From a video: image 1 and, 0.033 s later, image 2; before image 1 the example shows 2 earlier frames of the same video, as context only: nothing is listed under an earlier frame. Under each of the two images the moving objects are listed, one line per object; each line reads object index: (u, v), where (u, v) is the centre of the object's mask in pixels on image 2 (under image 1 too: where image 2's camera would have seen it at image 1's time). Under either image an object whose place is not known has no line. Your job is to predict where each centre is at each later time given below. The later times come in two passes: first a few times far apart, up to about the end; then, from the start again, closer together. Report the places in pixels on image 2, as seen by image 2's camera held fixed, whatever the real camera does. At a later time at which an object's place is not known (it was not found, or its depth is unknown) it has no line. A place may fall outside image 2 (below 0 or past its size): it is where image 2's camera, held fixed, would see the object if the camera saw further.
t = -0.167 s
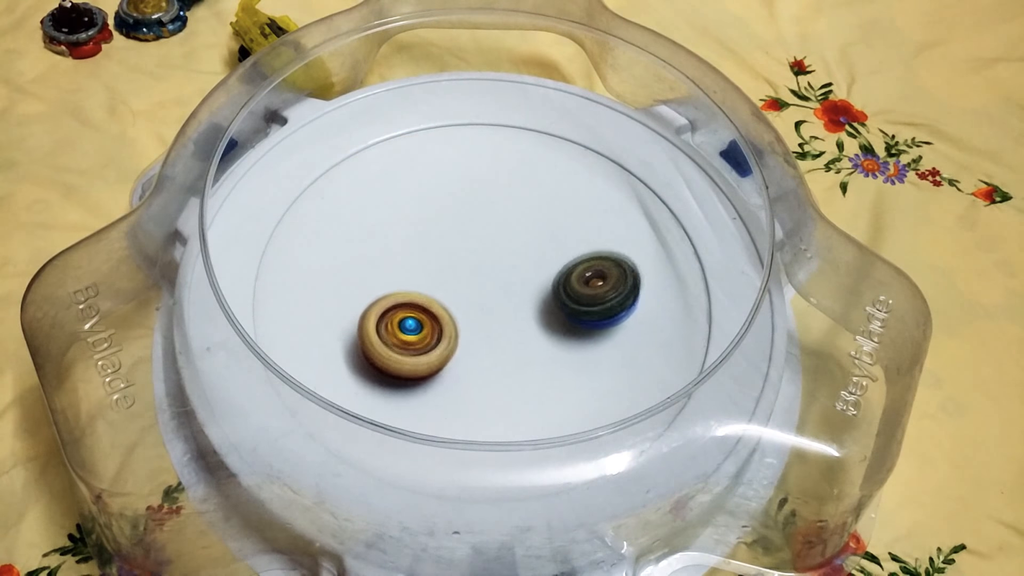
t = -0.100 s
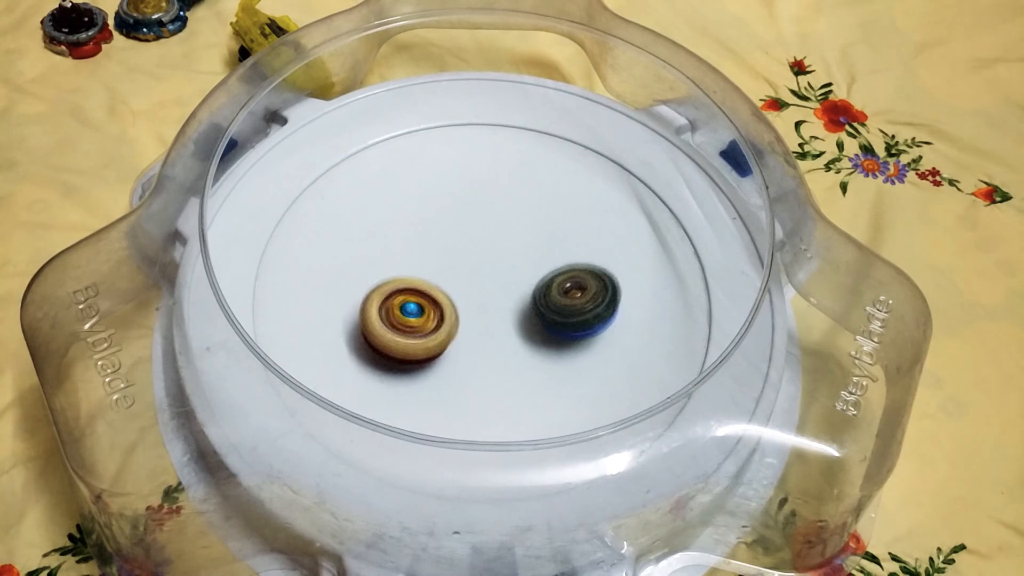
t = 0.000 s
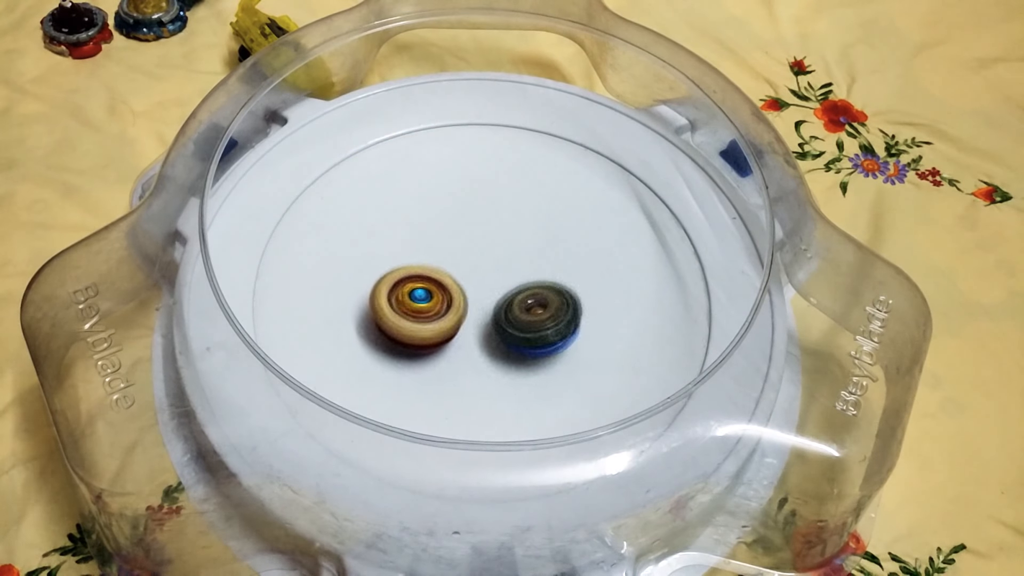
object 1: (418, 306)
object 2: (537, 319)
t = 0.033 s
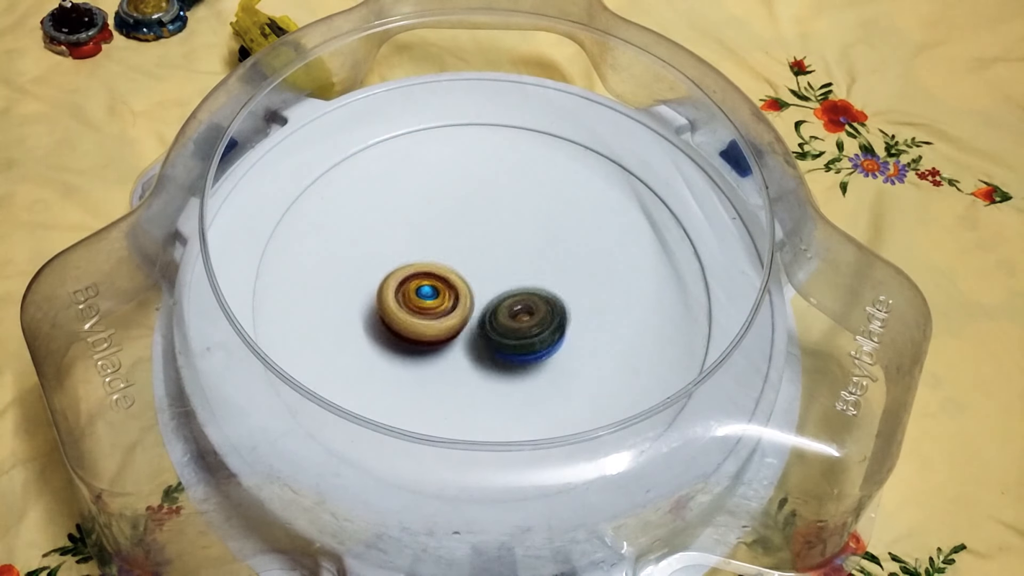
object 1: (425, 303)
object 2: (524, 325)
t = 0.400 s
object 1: (474, 255)
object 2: (458, 365)
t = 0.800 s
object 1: (545, 287)
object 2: (392, 320)
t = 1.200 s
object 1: (523, 321)
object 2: (401, 245)
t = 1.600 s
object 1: (459, 283)
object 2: (468, 198)
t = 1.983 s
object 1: (429, 247)
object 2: (543, 204)
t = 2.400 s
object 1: (436, 248)
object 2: (581, 268)
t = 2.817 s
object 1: (464, 281)
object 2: (530, 352)
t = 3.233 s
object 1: (471, 259)
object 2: (459, 361)
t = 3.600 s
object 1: (486, 246)
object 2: (406, 297)
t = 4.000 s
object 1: (503, 272)
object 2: (422, 230)
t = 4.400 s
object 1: (491, 291)
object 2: (484, 207)
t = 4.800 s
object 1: (460, 319)
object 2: (539, 227)
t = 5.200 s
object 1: (440, 304)
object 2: (522, 271)
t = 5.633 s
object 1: (400, 270)
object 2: (544, 274)
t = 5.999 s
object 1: (424, 252)
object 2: (538, 280)
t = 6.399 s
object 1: (435, 237)
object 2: (536, 287)
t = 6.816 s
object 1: (447, 247)
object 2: (519, 299)
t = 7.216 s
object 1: (435, 246)
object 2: (512, 320)
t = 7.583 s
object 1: (423, 241)
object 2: (528, 334)
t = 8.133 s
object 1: (454, 258)
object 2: (533, 317)
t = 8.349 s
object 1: (454, 255)
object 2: (545, 319)
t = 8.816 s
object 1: (447, 261)
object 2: (550, 313)
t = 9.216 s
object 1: (432, 261)
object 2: (533, 308)
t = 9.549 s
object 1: (424, 260)
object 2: (526, 299)
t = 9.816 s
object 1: (426, 256)
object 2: (524, 290)
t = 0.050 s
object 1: (428, 301)
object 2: (517, 329)
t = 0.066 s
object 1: (429, 298)
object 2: (515, 333)
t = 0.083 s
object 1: (427, 294)
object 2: (515, 339)
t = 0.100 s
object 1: (425, 290)
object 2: (516, 346)
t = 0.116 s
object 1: (424, 285)
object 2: (517, 351)
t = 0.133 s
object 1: (424, 281)
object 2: (516, 355)
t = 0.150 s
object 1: (425, 278)
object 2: (514, 357)
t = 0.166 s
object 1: (427, 275)
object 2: (511, 360)
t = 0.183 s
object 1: (428, 272)
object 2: (508, 361)
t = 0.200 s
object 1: (430, 269)
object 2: (504, 362)
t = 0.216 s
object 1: (433, 266)
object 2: (500, 363)
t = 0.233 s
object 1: (436, 264)
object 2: (496, 364)
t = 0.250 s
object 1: (440, 261)
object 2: (492, 365)
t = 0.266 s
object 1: (444, 260)
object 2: (488, 366)
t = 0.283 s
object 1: (447, 259)
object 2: (485, 366)
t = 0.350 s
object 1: (462, 256)
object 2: (469, 366)
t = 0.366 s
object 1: (466, 255)
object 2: (465, 366)
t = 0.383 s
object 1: (470, 255)
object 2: (461, 366)
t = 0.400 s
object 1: (474, 255)
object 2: (458, 365)
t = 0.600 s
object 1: (518, 266)
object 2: (416, 348)
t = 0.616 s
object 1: (522, 267)
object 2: (413, 346)
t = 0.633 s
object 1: (524, 269)
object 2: (411, 344)
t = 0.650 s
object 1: (527, 270)
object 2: (409, 342)
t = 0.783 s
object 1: (544, 286)
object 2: (394, 324)
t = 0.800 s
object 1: (545, 287)
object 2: (392, 320)
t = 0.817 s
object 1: (546, 290)
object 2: (390, 318)
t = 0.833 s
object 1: (547, 292)
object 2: (388, 315)
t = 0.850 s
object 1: (548, 295)
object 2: (387, 312)
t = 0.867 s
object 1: (548, 297)
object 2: (386, 309)
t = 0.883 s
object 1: (548, 298)
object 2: (385, 306)
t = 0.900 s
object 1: (549, 300)
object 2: (384, 303)
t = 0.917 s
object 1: (549, 302)
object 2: (384, 299)
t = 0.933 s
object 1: (549, 304)
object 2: (383, 297)
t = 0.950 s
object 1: (548, 307)
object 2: (383, 293)
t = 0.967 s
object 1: (547, 309)
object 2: (383, 290)
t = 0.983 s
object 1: (547, 310)
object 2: (383, 286)
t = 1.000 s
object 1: (546, 311)
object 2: (384, 283)
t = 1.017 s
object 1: (545, 313)
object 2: (384, 279)
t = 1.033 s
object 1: (544, 315)
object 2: (385, 276)
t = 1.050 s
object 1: (542, 317)
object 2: (386, 272)
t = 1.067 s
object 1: (541, 318)
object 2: (387, 270)
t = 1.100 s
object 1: (537, 319)
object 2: (390, 263)
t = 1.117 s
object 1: (536, 320)
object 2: (390, 260)
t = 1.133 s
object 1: (534, 321)
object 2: (392, 257)
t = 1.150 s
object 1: (531, 322)
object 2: (394, 254)
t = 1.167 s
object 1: (528, 322)
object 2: (396, 251)
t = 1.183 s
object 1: (526, 321)
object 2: (398, 249)
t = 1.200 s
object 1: (523, 321)
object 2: (401, 245)
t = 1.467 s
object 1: (476, 300)
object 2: (445, 207)
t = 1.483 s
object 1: (474, 298)
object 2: (448, 205)
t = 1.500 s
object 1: (471, 296)
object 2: (450, 205)
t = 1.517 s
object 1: (469, 295)
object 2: (453, 204)
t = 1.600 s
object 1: (459, 283)
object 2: (468, 198)
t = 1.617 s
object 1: (457, 281)
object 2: (472, 196)
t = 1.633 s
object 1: (456, 278)
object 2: (475, 195)
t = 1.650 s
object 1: (455, 275)
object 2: (479, 195)
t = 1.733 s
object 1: (450, 263)
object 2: (493, 194)
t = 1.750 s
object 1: (450, 261)
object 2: (496, 194)
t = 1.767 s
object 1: (449, 260)
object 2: (498, 195)
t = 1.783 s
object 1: (448, 258)
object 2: (501, 196)
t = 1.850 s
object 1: (448, 249)
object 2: (511, 199)
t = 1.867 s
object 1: (447, 248)
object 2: (514, 201)
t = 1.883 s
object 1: (446, 247)
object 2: (517, 202)
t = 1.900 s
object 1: (442, 248)
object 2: (524, 199)
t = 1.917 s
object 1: (439, 248)
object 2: (530, 200)
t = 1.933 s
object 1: (437, 248)
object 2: (534, 200)
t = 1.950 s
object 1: (434, 248)
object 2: (537, 201)
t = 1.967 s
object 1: (431, 248)
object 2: (540, 203)
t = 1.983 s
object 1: (429, 247)
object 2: (543, 204)
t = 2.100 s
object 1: (422, 244)
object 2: (560, 216)
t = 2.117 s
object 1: (422, 243)
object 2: (561, 218)
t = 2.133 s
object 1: (422, 243)
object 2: (564, 220)
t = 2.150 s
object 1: (422, 242)
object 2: (565, 223)
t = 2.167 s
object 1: (422, 242)
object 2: (567, 224)
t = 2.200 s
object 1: (423, 242)
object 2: (571, 230)
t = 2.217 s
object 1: (423, 242)
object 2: (572, 233)
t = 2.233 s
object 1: (424, 242)
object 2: (574, 235)
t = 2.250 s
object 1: (425, 242)
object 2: (575, 238)
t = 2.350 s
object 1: (432, 245)
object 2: (581, 258)
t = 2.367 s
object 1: (433, 246)
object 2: (581, 261)
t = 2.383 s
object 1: (435, 247)
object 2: (582, 264)
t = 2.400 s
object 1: (436, 248)
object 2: (581, 268)
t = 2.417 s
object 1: (438, 249)
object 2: (581, 271)
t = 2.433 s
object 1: (440, 250)
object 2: (580, 275)
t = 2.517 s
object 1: (449, 258)
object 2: (574, 293)
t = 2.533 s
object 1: (450, 259)
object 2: (572, 298)
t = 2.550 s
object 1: (452, 261)
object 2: (570, 302)
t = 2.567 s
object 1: (454, 263)
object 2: (568, 305)
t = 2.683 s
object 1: (467, 275)
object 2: (545, 329)
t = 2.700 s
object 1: (469, 277)
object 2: (542, 333)
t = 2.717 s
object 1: (471, 278)
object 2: (538, 336)
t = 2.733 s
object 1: (472, 280)
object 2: (537, 338)
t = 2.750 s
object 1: (470, 281)
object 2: (538, 342)
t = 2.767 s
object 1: (468, 281)
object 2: (537, 345)
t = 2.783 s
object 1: (466, 281)
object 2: (535, 348)
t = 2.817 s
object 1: (464, 281)
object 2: (530, 352)
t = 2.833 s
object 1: (464, 282)
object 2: (528, 354)
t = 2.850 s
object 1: (463, 282)
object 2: (525, 356)
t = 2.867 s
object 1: (463, 282)
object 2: (522, 357)
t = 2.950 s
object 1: (464, 284)
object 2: (508, 362)
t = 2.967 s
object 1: (465, 284)
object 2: (505, 362)
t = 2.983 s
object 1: (465, 285)
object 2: (502, 363)
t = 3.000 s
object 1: (466, 285)
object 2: (499, 363)
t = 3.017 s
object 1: (466, 285)
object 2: (497, 364)
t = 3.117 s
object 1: (467, 278)
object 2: (477, 365)
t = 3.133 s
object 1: (468, 275)
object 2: (475, 366)
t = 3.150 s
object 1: (468, 272)
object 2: (472, 366)
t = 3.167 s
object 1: (469, 269)
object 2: (469, 365)
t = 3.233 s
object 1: (471, 259)
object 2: (459, 361)
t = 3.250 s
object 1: (471, 258)
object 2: (455, 360)
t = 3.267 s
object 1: (472, 256)
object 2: (452, 358)
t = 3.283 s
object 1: (472, 254)
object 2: (450, 355)
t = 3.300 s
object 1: (474, 253)
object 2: (447, 353)
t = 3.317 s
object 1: (474, 251)
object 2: (444, 351)
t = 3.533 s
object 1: (483, 245)
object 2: (412, 310)
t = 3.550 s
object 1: (484, 244)
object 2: (410, 306)
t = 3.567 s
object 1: (484, 245)
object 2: (408, 304)
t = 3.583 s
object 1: (485, 245)
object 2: (407, 301)
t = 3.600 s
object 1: (486, 246)
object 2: (406, 297)
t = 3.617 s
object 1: (486, 246)
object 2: (405, 294)
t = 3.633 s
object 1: (486, 247)
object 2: (405, 291)
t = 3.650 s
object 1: (487, 248)
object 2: (405, 287)
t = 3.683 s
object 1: (489, 249)
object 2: (402, 281)
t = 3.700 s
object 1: (490, 250)
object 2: (401, 278)
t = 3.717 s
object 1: (491, 251)
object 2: (402, 275)
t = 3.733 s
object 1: (492, 251)
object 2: (402, 272)
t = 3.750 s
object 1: (493, 252)
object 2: (402, 269)
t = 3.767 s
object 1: (494, 253)
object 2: (403, 266)
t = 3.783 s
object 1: (495, 255)
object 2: (403, 263)
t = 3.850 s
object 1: (499, 260)
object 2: (407, 252)
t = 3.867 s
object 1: (501, 261)
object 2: (408, 249)
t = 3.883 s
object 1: (501, 263)
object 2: (409, 246)
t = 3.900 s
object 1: (502, 264)
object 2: (411, 244)
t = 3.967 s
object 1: (503, 270)
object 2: (418, 235)
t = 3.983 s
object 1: (504, 271)
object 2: (419, 232)
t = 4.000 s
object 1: (503, 272)
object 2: (422, 230)
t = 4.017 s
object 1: (503, 274)
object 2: (425, 227)
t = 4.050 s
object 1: (503, 276)
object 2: (429, 223)
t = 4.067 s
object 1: (502, 277)
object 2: (432, 221)
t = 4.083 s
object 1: (502, 278)
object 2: (434, 219)
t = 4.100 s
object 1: (502, 279)
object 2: (436, 218)
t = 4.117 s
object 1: (501, 280)
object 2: (439, 216)
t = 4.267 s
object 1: (496, 288)
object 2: (463, 206)
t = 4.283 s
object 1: (496, 288)
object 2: (465, 206)
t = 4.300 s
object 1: (495, 289)
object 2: (468, 205)
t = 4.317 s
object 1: (494, 289)
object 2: (471, 205)
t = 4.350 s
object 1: (493, 290)
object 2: (476, 205)
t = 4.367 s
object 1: (492, 290)
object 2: (480, 205)
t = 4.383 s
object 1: (491, 291)
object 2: (482, 206)
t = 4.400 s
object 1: (491, 291)
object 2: (484, 207)
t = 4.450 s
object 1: (489, 292)
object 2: (491, 209)
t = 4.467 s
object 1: (489, 292)
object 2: (494, 210)
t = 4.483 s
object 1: (489, 293)
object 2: (497, 211)
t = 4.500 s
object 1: (488, 293)
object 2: (499, 212)
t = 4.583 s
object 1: (486, 294)
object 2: (513, 222)
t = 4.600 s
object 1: (485, 295)
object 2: (515, 224)
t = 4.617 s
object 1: (484, 296)
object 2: (518, 227)
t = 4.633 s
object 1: (482, 299)
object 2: (522, 226)
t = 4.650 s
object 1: (480, 303)
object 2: (527, 224)
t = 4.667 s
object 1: (478, 308)
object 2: (532, 222)
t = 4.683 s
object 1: (475, 311)
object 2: (534, 223)
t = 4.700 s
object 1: (473, 312)
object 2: (537, 223)
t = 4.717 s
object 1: (472, 315)
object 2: (537, 224)
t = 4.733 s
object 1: (468, 317)
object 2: (538, 225)
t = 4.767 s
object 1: (465, 318)
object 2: (539, 226)
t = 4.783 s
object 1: (462, 320)
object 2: (539, 226)
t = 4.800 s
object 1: (460, 319)
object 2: (539, 227)
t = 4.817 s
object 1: (458, 320)
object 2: (540, 227)
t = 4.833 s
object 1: (456, 321)
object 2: (540, 227)
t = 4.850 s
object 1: (453, 321)
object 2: (541, 228)
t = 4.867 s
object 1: (452, 321)
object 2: (541, 229)
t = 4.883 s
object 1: (451, 321)
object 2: (541, 230)
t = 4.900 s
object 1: (448, 321)
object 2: (541, 231)
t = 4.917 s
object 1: (447, 320)
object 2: (541, 232)
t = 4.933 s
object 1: (446, 320)
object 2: (542, 233)
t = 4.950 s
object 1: (444, 320)
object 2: (541, 235)
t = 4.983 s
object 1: (442, 318)
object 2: (541, 238)
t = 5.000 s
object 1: (441, 318)
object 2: (540, 240)
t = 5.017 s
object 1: (440, 317)
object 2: (540, 241)
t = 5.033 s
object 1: (439, 316)
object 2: (539, 244)
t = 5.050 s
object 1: (439, 316)
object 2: (538, 247)
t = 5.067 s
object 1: (438, 315)
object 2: (537, 249)
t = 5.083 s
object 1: (438, 313)
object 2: (536, 251)
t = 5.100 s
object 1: (438, 312)
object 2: (534, 254)
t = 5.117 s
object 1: (437, 311)
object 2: (532, 257)
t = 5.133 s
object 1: (437, 310)
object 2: (531, 260)
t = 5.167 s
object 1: (438, 307)
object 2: (527, 265)
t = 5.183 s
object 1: (438, 305)
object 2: (525, 268)
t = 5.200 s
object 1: (440, 304)
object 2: (522, 271)
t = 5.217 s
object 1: (437, 304)
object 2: (522, 273)
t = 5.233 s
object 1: (428, 304)
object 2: (533, 270)
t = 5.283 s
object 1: (406, 306)
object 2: (559, 266)
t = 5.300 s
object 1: (401, 305)
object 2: (563, 265)
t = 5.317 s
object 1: (396, 305)
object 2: (566, 265)
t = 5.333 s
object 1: (392, 302)
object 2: (566, 266)
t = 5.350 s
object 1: (390, 300)
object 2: (566, 266)
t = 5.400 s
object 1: (385, 294)
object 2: (564, 267)
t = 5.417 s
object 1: (384, 293)
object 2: (564, 267)
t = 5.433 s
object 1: (382, 290)
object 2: (563, 268)
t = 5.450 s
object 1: (383, 288)
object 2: (562, 269)
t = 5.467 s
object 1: (384, 287)
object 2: (561, 269)
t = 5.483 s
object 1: (383, 284)
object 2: (559, 269)
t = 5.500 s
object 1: (384, 282)
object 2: (558, 270)
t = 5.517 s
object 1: (386, 281)
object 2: (557, 271)
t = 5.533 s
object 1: (386, 279)
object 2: (555, 271)
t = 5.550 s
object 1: (388, 277)
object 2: (553, 272)
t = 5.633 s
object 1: (400, 270)
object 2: (544, 274)
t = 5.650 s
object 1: (404, 269)
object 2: (542, 274)
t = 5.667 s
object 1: (408, 267)
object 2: (540, 275)
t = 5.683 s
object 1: (410, 267)
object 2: (537, 275)
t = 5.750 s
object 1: (425, 265)
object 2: (529, 277)
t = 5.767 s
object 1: (430, 264)
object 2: (526, 277)
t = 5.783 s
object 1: (432, 264)
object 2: (523, 277)
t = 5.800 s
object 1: (431, 264)
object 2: (528, 278)
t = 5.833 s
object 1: (426, 262)
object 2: (540, 280)
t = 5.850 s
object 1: (423, 261)
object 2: (544, 281)
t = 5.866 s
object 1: (423, 259)
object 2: (546, 282)
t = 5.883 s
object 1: (422, 258)
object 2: (545, 283)
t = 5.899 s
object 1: (421, 258)
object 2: (544, 283)
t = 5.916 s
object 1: (421, 256)
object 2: (543, 282)
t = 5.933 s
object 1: (421, 255)
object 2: (542, 282)
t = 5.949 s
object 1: (422, 255)
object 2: (541, 282)
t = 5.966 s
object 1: (423, 253)
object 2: (540, 281)
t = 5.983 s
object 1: (423, 252)
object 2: (539, 281)
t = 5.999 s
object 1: (424, 252)
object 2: (538, 280)
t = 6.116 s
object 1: (434, 250)
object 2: (528, 279)
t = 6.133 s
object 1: (436, 250)
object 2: (527, 278)
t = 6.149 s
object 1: (437, 250)
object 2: (525, 278)
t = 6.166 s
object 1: (436, 248)
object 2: (529, 280)
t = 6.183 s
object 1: (432, 247)
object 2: (535, 282)
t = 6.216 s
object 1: (431, 244)
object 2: (538, 285)
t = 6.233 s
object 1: (429, 242)
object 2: (538, 286)
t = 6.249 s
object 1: (430, 241)
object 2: (538, 286)
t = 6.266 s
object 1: (430, 240)
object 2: (538, 285)
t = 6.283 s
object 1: (430, 239)
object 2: (538, 285)
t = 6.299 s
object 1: (431, 239)
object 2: (538, 286)
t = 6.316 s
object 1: (432, 239)
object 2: (538, 285)
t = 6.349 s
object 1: (433, 238)
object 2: (537, 286)
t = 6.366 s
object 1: (433, 238)
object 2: (537, 286)
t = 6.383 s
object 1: (434, 238)
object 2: (536, 286)
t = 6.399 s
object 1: (435, 237)
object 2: (536, 287)
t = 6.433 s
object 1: (437, 238)
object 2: (534, 287)
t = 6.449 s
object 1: (438, 238)
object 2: (533, 287)
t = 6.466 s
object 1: (438, 240)
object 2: (532, 287)
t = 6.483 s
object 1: (440, 240)
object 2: (531, 288)
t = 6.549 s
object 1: (445, 243)
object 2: (527, 288)
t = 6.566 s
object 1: (445, 244)
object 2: (525, 288)
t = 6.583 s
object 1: (447, 244)
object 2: (525, 289)
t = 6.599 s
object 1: (447, 245)
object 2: (525, 289)
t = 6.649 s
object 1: (444, 244)
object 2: (525, 293)
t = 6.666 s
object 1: (443, 243)
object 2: (525, 294)
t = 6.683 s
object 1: (443, 243)
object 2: (525, 294)
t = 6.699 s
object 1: (443, 243)
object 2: (524, 295)
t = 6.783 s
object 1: (446, 245)
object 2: (520, 298)
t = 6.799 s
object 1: (446, 246)
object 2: (519, 298)
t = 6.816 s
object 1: (447, 247)
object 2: (519, 299)
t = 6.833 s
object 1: (447, 247)
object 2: (519, 300)
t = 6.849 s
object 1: (445, 247)
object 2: (520, 301)
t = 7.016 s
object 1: (443, 251)
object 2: (513, 308)
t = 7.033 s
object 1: (442, 252)
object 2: (512, 308)
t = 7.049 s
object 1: (442, 252)
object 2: (512, 309)
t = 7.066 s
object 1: (442, 252)
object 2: (511, 310)
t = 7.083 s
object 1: (439, 251)
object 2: (513, 313)
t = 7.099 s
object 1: (438, 250)
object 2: (514, 314)
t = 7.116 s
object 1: (437, 249)
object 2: (514, 315)
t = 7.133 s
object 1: (436, 247)
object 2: (513, 316)
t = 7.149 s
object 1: (436, 247)
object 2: (513, 317)
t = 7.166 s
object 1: (435, 247)
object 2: (513, 317)
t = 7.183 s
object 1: (435, 246)
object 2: (513, 318)
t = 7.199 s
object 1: (436, 246)
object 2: (513, 319)
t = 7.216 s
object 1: (435, 246)
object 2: (512, 320)
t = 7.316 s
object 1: (436, 248)
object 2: (510, 321)
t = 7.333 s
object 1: (436, 249)
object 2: (509, 322)
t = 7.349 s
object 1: (436, 249)
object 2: (509, 322)
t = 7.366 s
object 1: (436, 250)
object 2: (508, 322)
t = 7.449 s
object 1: (439, 255)
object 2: (504, 320)
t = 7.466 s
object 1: (440, 255)
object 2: (504, 319)
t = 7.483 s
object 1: (440, 256)
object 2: (503, 319)
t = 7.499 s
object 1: (435, 254)
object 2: (511, 323)
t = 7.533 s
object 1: (428, 247)
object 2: (522, 330)
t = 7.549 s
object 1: (426, 245)
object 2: (525, 333)
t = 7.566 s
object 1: (424, 244)
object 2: (527, 334)
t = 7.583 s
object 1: (423, 241)
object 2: (528, 334)
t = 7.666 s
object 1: (423, 235)
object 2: (535, 335)
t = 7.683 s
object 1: (424, 234)
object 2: (536, 335)
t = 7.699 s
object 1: (423, 233)
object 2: (537, 335)
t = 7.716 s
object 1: (424, 233)
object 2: (538, 335)
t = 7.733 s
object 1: (424, 234)
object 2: (538, 335)
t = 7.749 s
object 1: (425, 234)
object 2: (539, 335)
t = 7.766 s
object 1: (427, 234)
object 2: (540, 334)
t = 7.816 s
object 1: (429, 235)
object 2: (541, 333)
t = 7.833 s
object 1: (430, 236)
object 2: (541, 333)
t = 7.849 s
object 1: (432, 236)
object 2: (541, 333)
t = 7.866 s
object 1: (431, 237)
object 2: (542, 332)
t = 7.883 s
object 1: (433, 238)
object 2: (542, 332)
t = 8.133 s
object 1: (454, 258)
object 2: (533, 317)
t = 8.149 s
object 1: (455, 260)
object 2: (532, 316)
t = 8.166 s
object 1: (458, 261)
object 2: (531, 315)
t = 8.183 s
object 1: (457, 261)
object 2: (534, 317)
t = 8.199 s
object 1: (454, 260)
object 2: (539, 320)
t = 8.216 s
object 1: (452, 259)
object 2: (542, 321)
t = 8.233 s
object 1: (452, 258)
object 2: (543, 322)
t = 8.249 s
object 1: (452, 257)
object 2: (543, 322)
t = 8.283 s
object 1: (452, 255)
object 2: (544, 320)
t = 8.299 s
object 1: (452, 254)
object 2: (544, 320)
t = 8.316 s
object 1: (452, 254)
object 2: (544, 320)
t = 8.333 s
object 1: (453, 254)
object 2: (544, 319)
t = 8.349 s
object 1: (454, 255)
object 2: (545, 319)
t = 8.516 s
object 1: (464, 262)
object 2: (543, 313)
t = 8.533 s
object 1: (465, 263)
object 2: (543, 312)
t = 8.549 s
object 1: (465, 264)
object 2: (543, 312)
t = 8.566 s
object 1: (462, 263)
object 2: (548, 314)
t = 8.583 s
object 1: (459, 262)
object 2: (550, 315)
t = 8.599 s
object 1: (457, 261)
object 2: (550, 316)
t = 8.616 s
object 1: (455, 262)
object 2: (551, 316)
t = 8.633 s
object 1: (454, 260)
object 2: (551, 315)
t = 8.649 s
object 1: (453, 260)
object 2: (551, 315)
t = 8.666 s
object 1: (452, 259)
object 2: (551, 314)
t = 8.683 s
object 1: (451, 259)
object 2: (552, 314)
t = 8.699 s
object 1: (450, 259)
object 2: (552, 314)
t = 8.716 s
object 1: (449, 259)
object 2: (552, 314)
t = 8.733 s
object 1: (449, 259)
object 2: (552, 314)
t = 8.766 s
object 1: (449, 260)
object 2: (551, 314)
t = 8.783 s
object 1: (449, 260)
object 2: (551, 314)
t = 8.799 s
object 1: (448, 260)
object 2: (550, 314)
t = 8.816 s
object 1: (447, 261)
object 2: (550, 313)
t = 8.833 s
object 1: (448, 261)
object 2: (549, 313)
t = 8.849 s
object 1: (447, 263)
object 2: (548, 313)
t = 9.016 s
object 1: (448, 269)
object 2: (535, 309)
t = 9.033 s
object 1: (448, 270)
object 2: (534, 308)
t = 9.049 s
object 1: (447, 271)
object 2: (534, 308)
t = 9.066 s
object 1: (447, 271)
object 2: (532, 308)
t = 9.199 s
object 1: (432, 262)
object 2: (534, 308)
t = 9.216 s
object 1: (432, 261)
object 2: (533, 308)
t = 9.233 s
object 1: (431, 260)
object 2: (532, 308)
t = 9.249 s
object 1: (431, 260)
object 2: (531, 307)
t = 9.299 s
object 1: (430, 260)
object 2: (530, 306)
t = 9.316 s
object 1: (431, 260)
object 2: (529, 305)
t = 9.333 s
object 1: (432, 260)
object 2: (528, 305)
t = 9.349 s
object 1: (432, 260)
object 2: (527, 304)
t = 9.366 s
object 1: (433, 260)
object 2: (527, 304)
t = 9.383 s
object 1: (432, 261)
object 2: (526, 303)
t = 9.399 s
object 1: (432, 261)
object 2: (525, 302)
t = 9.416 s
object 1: (432, 262)
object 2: (524, 301)
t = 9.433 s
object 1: (433, 262)
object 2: (523, 300)
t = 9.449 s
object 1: (434, 263)
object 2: (521, 299)
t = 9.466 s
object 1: (434, 263)
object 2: (521, 298)
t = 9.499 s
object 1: (431, 262)
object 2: (525, 299)
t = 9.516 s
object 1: (428, 261)
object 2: (527, 299)
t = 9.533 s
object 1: (426, 260)
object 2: (526, 299)
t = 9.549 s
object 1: (424, 260)
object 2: (526, 299)
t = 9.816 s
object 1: (426, 256)
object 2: (524, 290)
